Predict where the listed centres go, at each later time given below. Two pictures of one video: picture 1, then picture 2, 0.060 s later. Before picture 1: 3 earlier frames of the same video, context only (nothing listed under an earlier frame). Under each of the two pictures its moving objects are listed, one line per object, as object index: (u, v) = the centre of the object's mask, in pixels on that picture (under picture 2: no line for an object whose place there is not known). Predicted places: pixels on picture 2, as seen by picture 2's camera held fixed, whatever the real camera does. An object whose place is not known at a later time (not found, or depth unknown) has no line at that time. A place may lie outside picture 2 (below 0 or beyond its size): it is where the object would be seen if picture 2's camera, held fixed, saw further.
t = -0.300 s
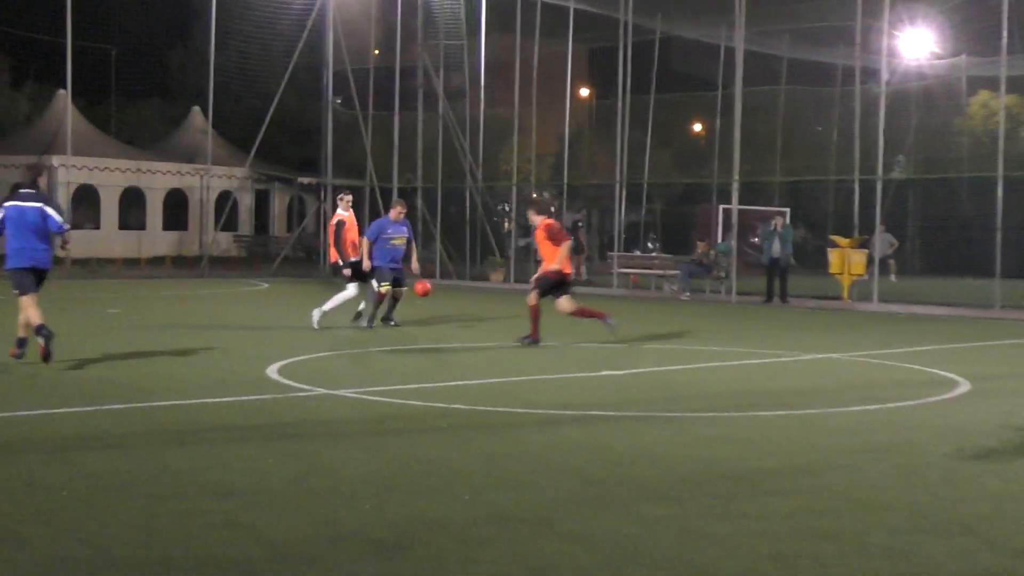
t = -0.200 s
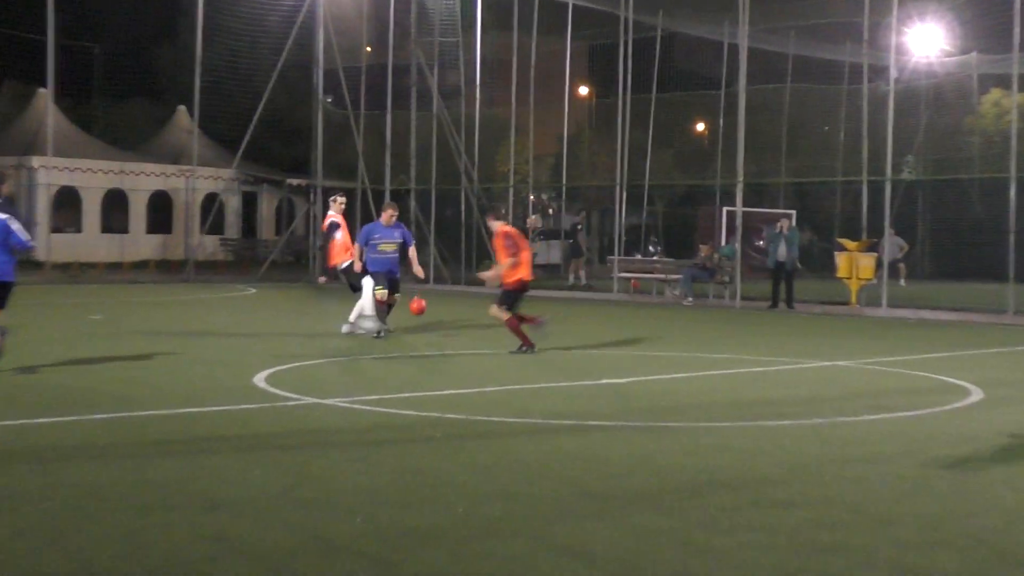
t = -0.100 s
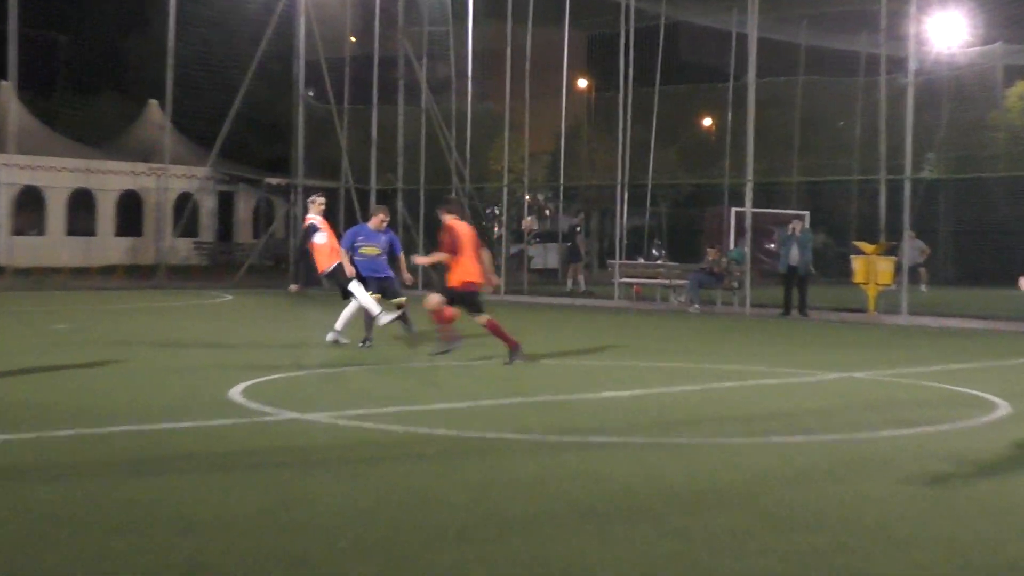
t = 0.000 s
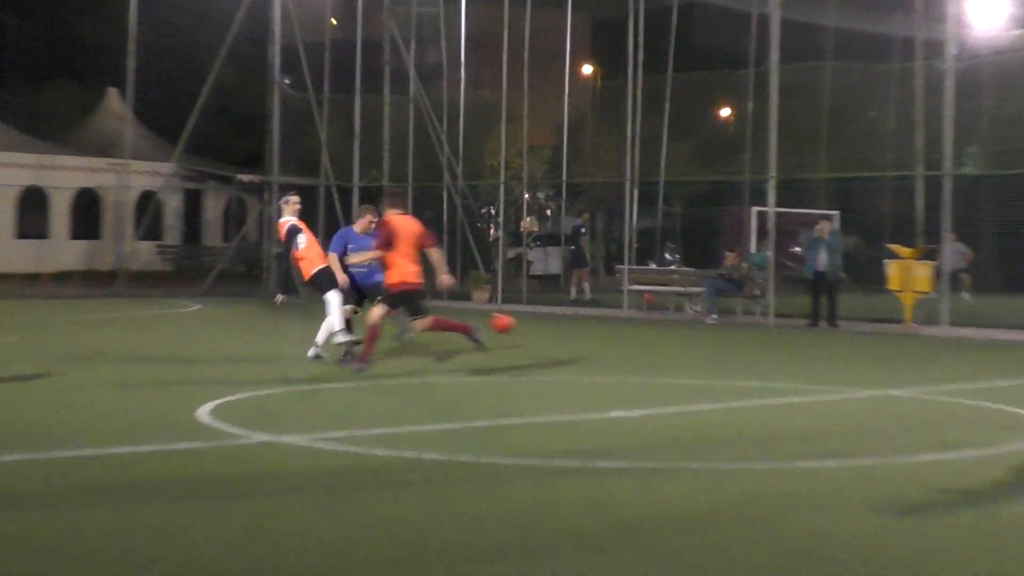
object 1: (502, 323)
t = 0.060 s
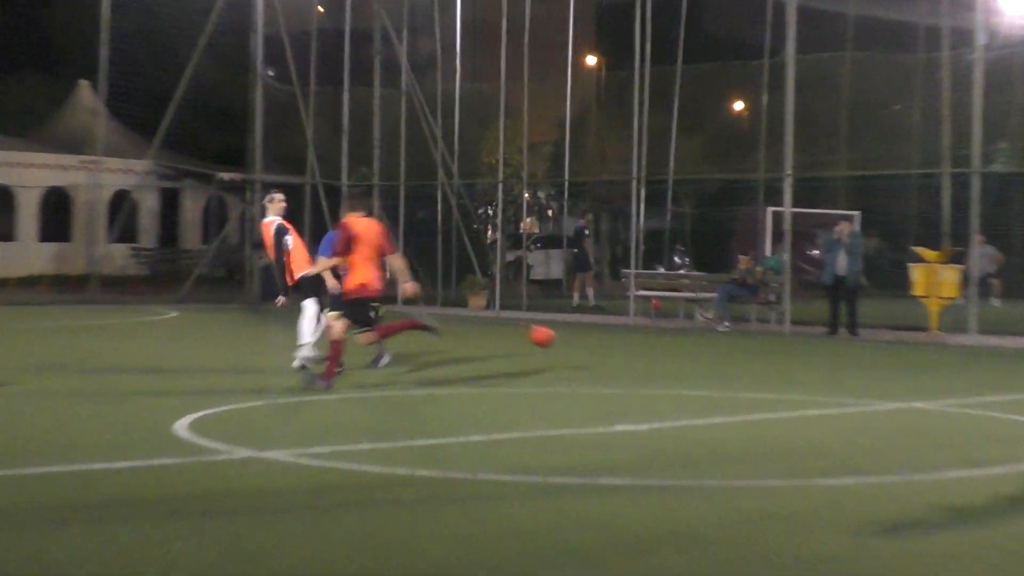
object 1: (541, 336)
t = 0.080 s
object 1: (554, 337)
